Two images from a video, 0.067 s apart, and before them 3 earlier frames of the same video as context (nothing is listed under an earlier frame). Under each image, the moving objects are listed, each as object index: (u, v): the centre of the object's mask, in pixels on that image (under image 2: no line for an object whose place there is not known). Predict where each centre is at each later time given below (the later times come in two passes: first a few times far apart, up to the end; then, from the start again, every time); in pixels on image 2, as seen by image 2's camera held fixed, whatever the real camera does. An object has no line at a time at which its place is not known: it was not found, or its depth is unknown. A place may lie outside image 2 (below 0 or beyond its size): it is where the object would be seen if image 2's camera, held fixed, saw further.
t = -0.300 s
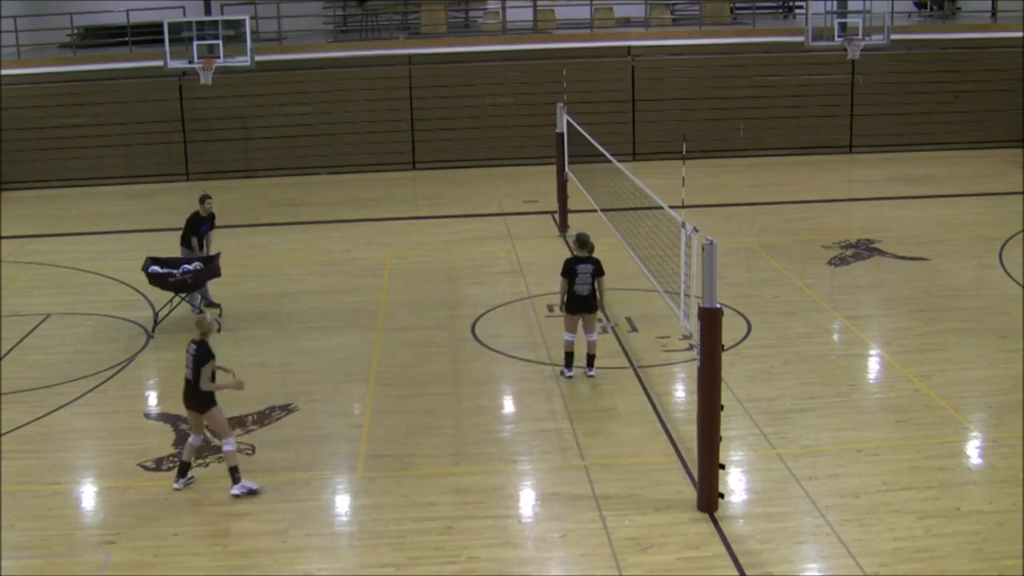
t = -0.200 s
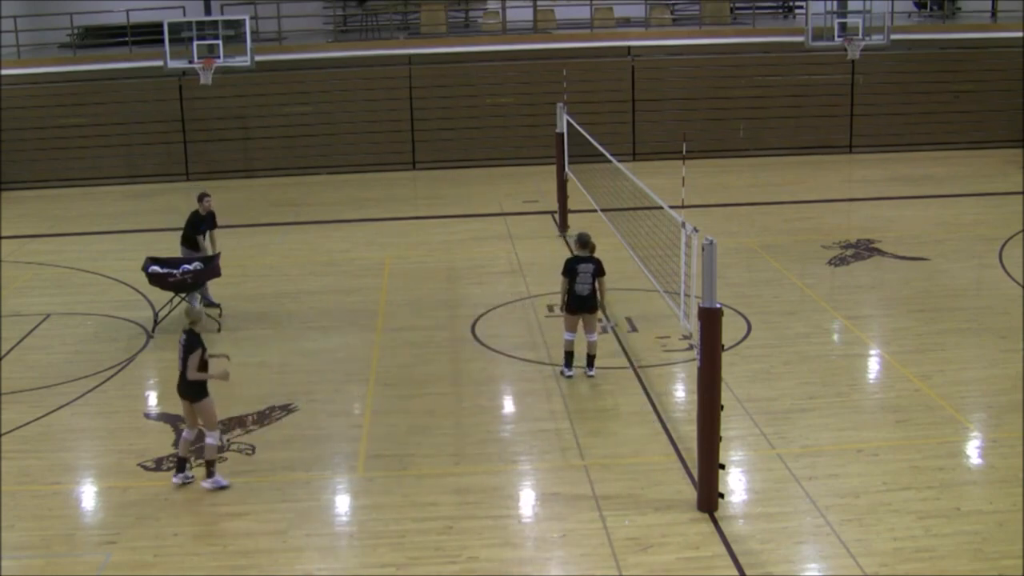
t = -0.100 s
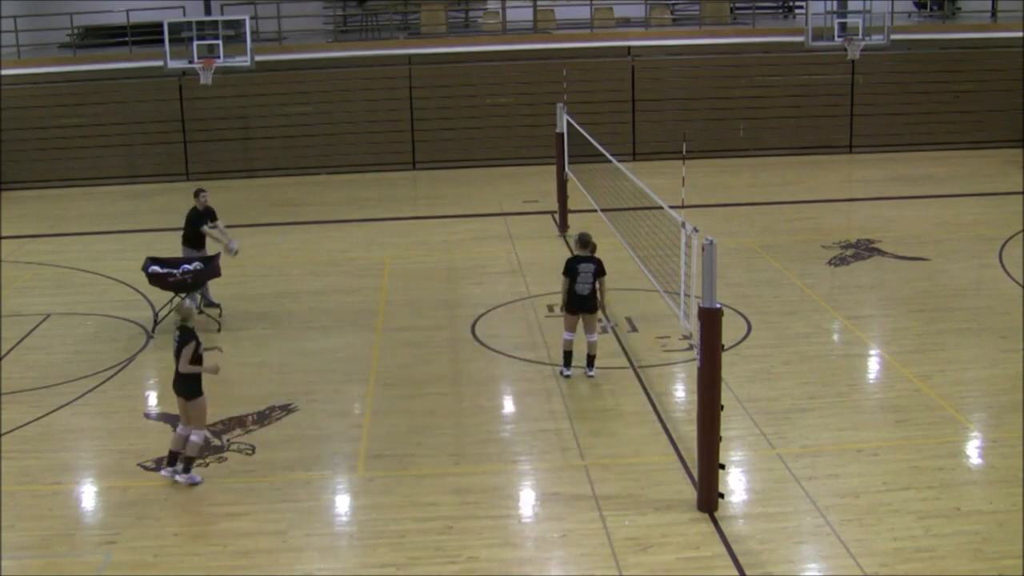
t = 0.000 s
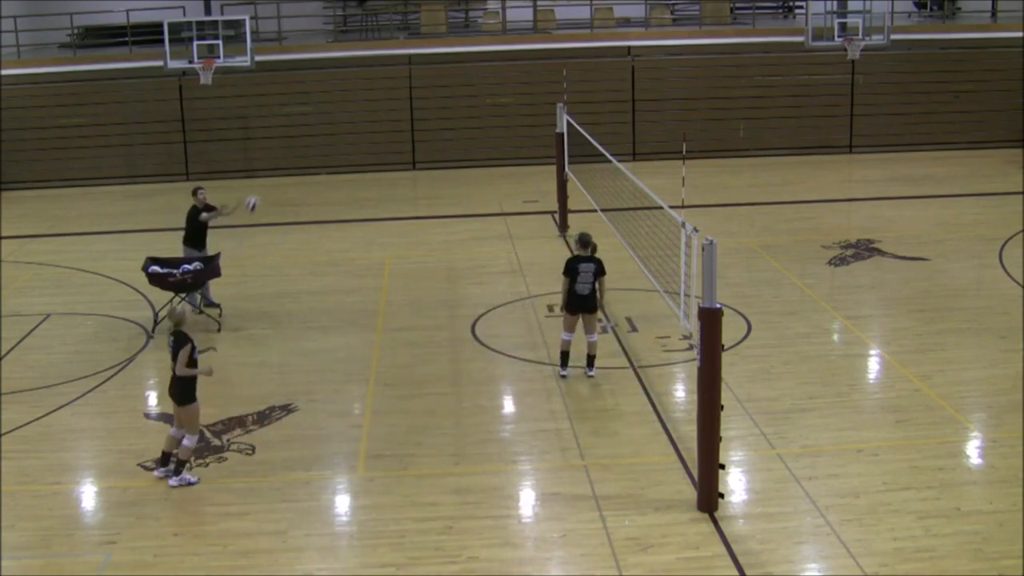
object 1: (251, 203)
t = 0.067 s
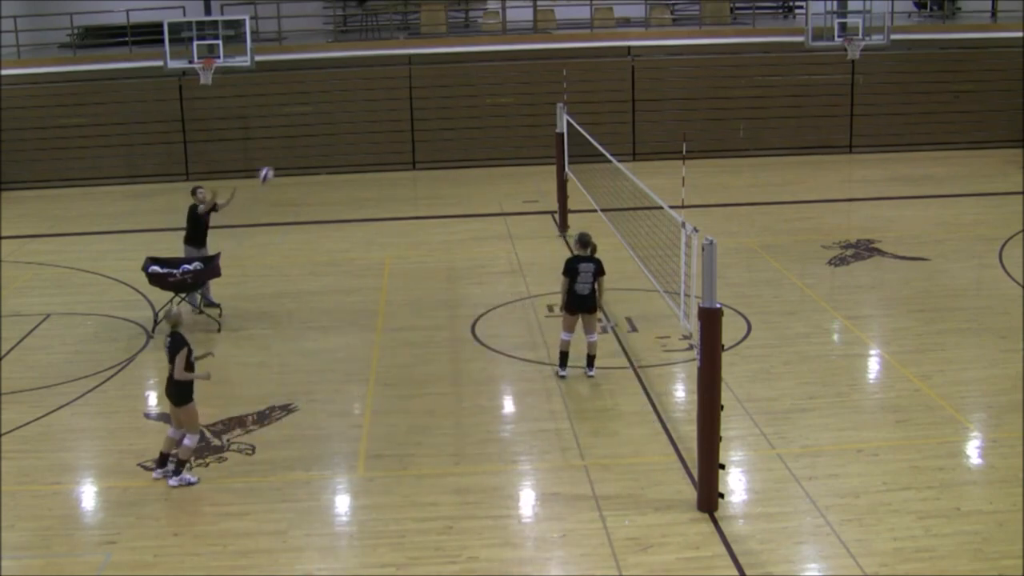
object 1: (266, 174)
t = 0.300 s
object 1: (316, 97)
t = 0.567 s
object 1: (377, 54)
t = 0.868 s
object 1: (456, 71)
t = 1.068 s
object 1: (510, 123)
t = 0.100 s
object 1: (273, 162)
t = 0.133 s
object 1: (280, 149)
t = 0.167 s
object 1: (286, 137)
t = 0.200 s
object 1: (294, 126)
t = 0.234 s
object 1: (300, 115)
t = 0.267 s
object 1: (308, 106)
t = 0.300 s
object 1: (316, 97)
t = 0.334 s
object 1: (323, 89)
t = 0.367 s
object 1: (331, 82)
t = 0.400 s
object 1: (339, 74)
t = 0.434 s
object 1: (348, 69)
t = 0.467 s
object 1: (355, 63)
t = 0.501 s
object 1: (362, 60)
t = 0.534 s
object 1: (371, 57)
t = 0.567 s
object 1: (377, 54)
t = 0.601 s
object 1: (387, 53)
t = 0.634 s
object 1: (396, 52)
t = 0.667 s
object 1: (404, 53)
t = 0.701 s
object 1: (413, 53)
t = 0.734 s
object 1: (421, 55)
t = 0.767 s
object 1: (430, 58)
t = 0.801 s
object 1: (439, 61)
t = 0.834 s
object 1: (447, 65)
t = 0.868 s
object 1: (456, 71)
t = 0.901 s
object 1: (466, 78)
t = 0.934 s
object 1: (475, 85)
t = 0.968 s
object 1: (483, 93)
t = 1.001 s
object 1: (492, 103)
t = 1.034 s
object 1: (502, 113)
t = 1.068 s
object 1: (510, 123)
